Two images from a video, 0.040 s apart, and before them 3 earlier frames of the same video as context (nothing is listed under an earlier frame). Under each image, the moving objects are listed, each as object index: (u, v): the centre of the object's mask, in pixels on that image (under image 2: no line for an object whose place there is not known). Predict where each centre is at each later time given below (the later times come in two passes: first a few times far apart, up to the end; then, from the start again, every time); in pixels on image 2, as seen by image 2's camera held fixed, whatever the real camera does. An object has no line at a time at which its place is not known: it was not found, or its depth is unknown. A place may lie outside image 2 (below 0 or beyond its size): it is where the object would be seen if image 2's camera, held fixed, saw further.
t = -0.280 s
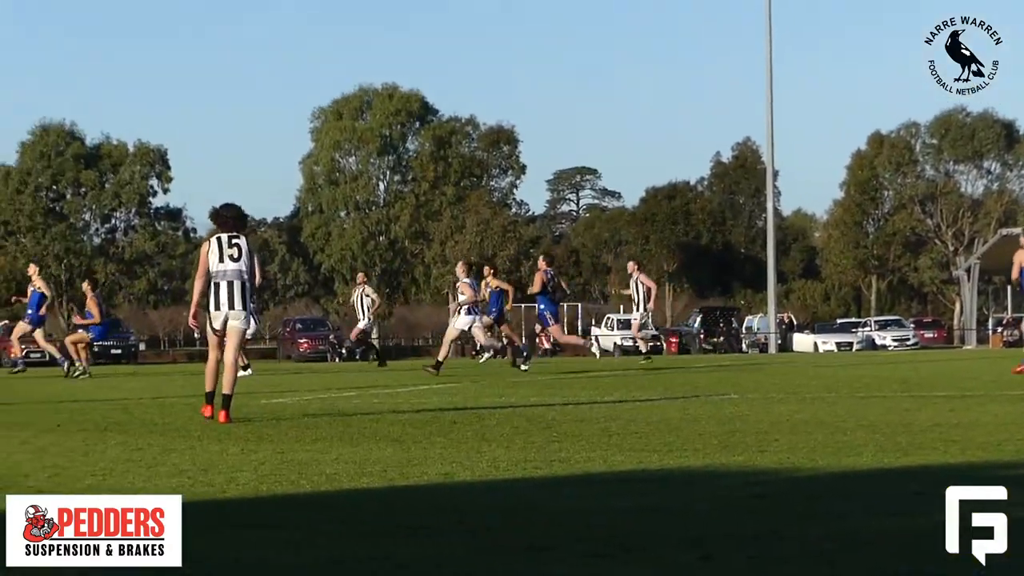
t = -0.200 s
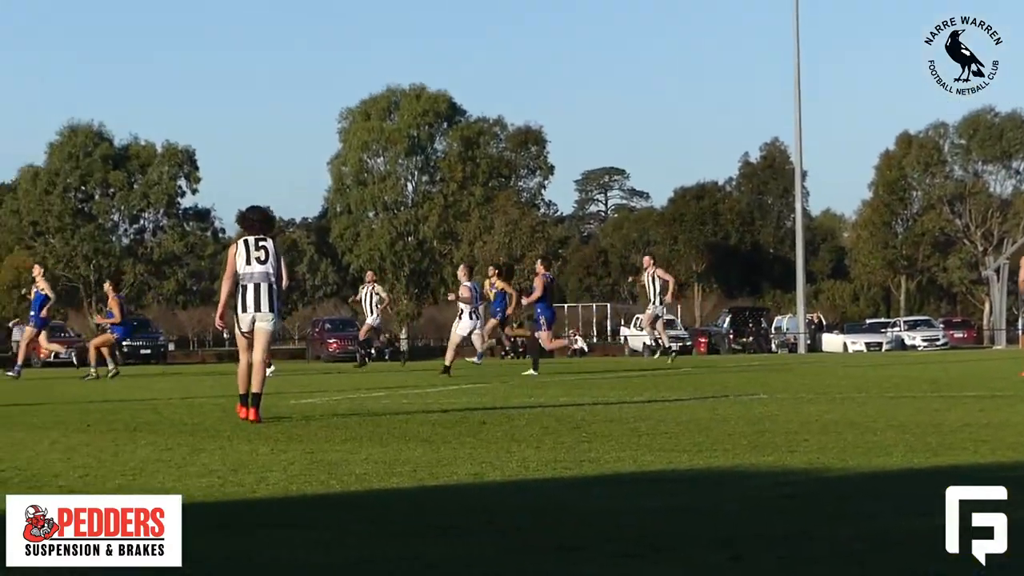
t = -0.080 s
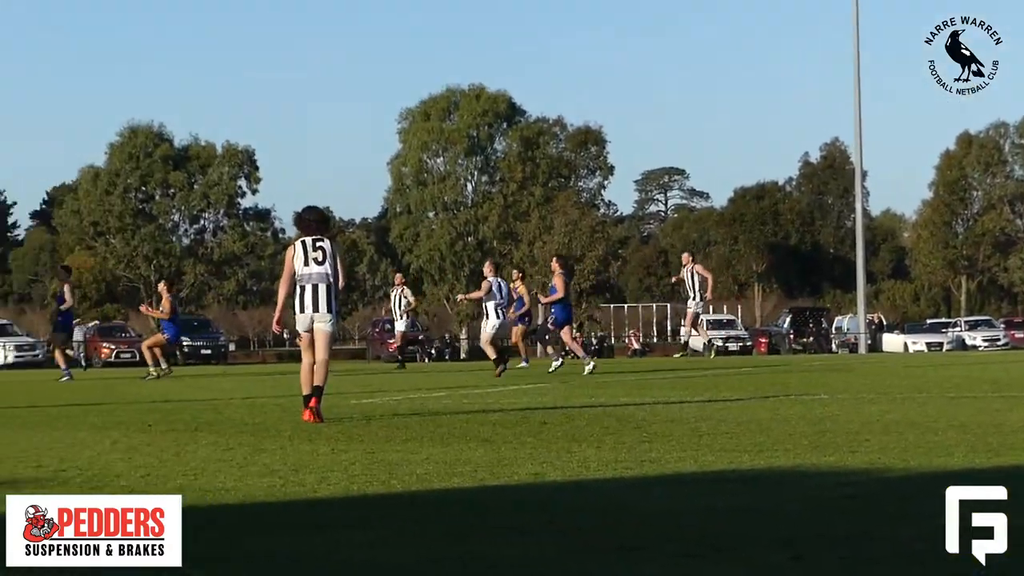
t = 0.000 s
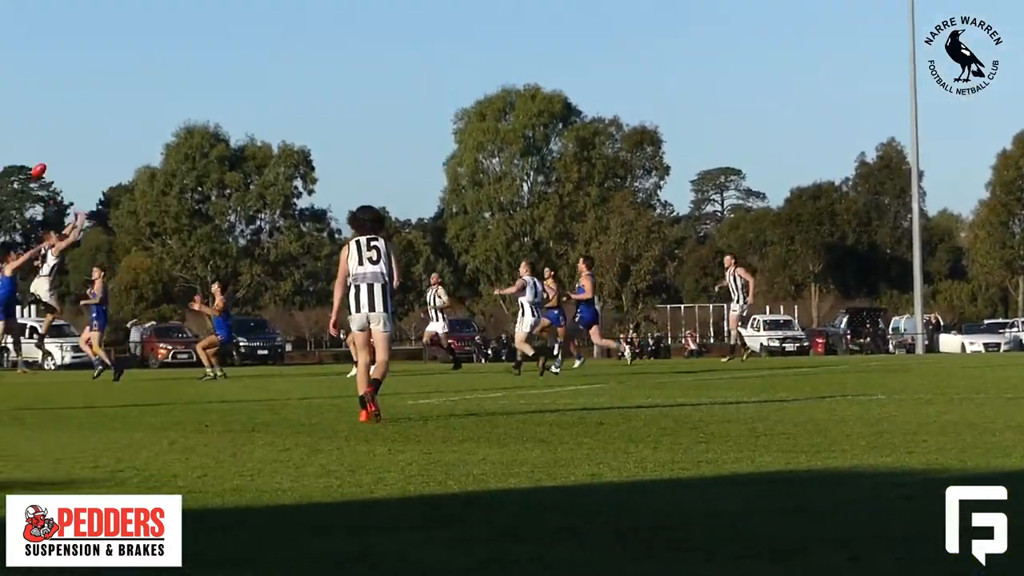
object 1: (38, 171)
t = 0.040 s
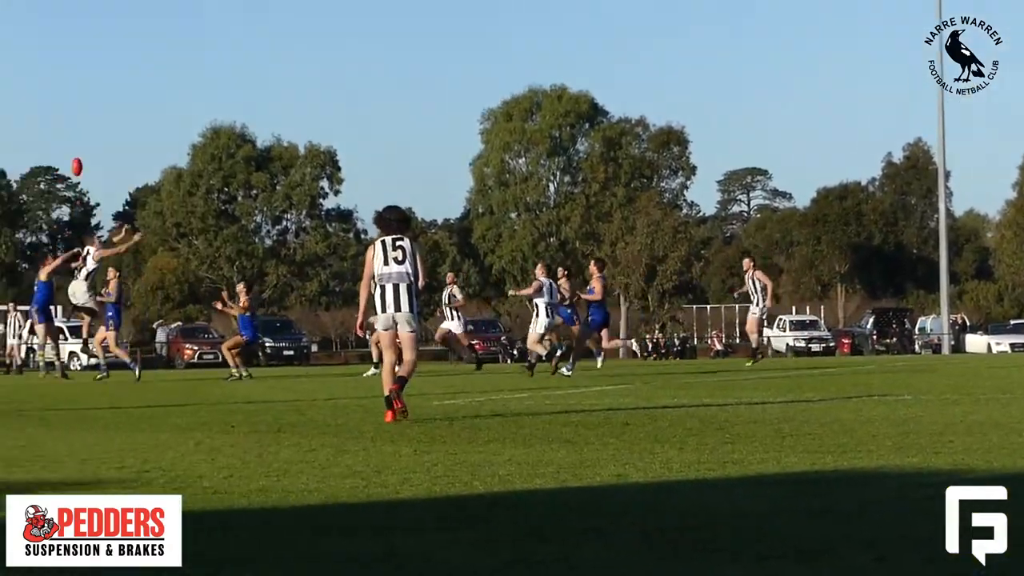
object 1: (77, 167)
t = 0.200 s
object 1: (116, 158)
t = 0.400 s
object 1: (177, 171)
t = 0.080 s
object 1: (85, 160)
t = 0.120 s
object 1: (95, 159)
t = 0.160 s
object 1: (106, 159)
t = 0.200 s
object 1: (116, 158)
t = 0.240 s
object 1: (127, 158)
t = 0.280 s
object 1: (139, 159)
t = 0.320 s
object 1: (152, 162)
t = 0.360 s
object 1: (165, 166)
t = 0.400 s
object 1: (177, 171)
